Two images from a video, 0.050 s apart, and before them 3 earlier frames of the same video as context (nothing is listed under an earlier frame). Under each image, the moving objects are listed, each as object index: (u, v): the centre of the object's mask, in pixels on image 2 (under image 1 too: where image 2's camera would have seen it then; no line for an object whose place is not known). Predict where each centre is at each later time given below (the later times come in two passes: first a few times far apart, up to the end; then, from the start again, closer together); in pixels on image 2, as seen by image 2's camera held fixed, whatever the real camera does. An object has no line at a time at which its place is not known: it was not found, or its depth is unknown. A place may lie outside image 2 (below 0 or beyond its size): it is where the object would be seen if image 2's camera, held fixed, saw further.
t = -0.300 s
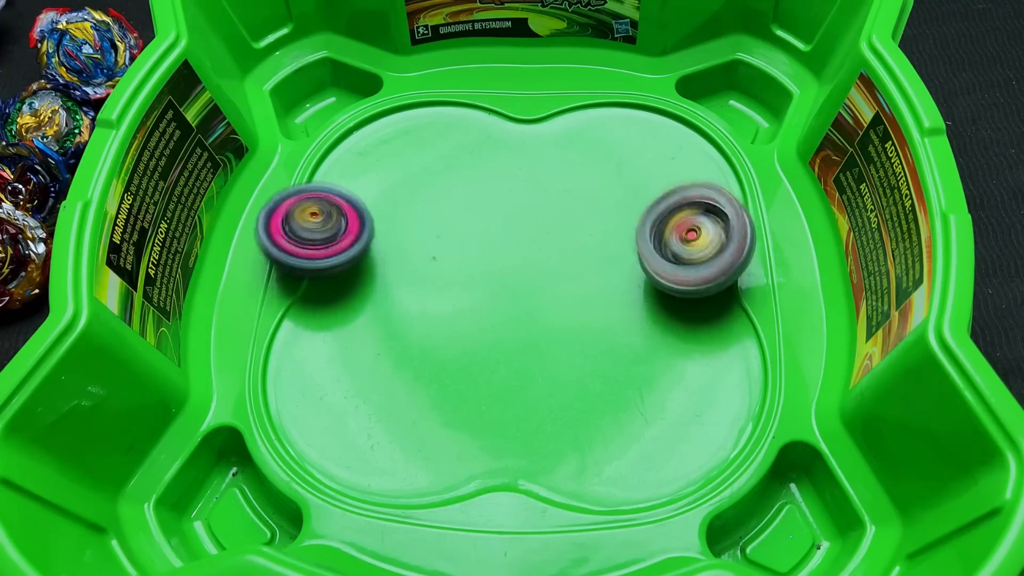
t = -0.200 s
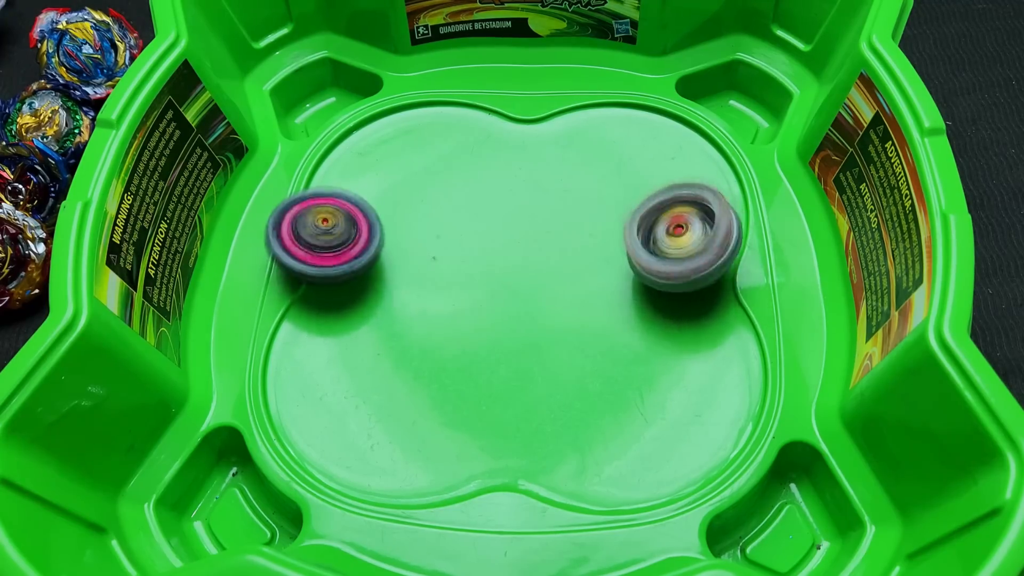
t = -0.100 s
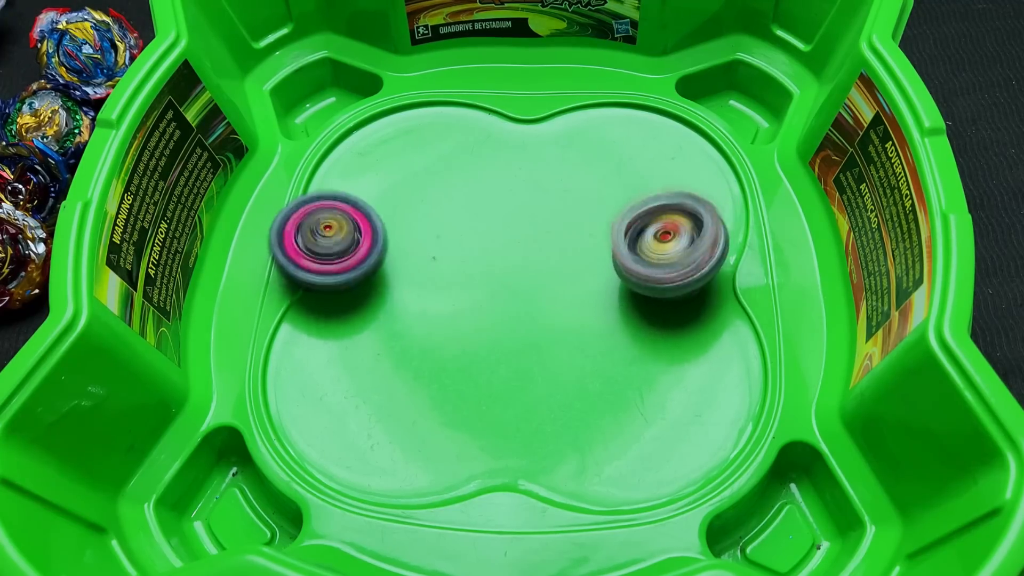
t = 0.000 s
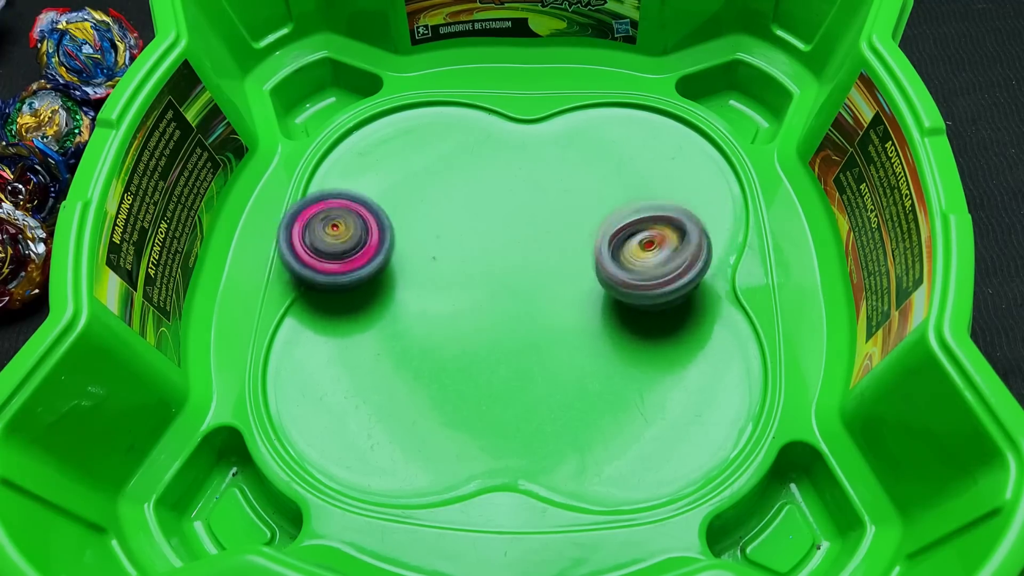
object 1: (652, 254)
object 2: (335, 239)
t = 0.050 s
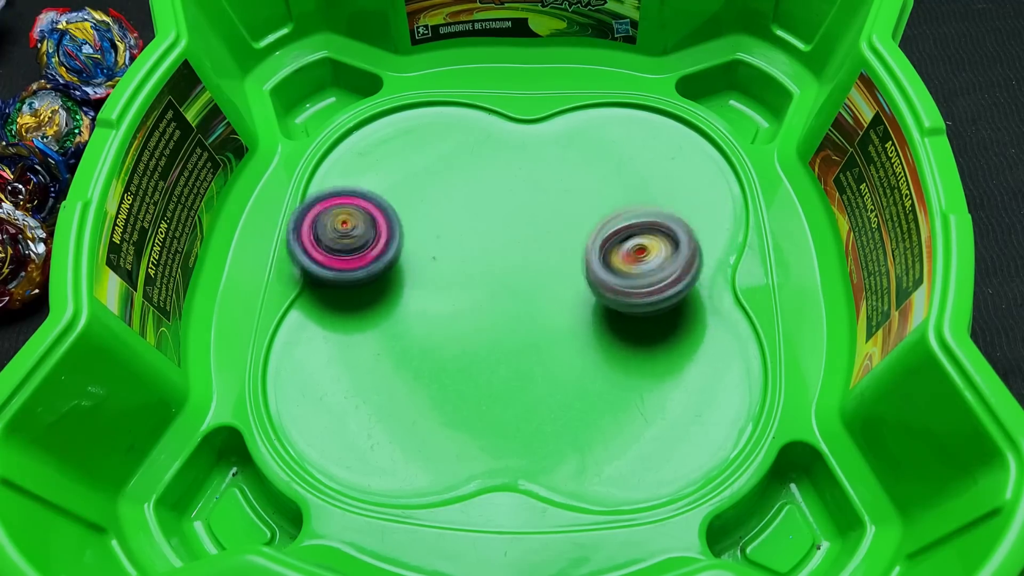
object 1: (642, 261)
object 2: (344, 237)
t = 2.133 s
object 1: (509, 248)
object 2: (598, 325)
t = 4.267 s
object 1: (489, 288)
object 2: (410, 195)
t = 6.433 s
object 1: (538, 149)
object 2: (454, 266)
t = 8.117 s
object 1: (425, 105)
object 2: (571, 292)
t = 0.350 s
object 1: (554, 280)
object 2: (440, 224)
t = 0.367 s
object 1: (549, 281)
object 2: (445, 223)
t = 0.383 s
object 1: (544, 281)
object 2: (451, 222)
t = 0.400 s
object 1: (540, 282)
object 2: (457, 219)
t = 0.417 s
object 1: (538, 286)
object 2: (459, 213)
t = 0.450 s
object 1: (540, 298)
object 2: (464, 203)
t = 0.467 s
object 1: (540, 304)
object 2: (468, 200)
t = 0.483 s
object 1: (538, 307)
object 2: (470, 196)
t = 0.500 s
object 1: (538, 310)
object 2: (473, 194)
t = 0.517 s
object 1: (535, 311)
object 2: (476, 191)
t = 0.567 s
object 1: (532, 313)
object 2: (485, 183)
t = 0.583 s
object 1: (531, 313)
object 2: (488, 179)
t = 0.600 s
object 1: (531, 312)
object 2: (491, 176)
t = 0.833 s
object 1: (530, 302)
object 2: (525, 143)
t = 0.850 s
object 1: (530, 303)
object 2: (527, 142)
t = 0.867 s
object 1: (529, 302)
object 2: (529, 142)
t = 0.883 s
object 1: (530, 302)
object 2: (531, 141)
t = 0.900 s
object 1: (529, 300)
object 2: (533, 141)
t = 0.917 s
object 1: (530, 301)
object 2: (534, 141)
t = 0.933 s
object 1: (528, 299)
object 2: (536, 141)
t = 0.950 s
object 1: (529, 300)
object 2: (538, 142)
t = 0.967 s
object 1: (527, 298)
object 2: (539, 143)
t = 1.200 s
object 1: (520, 289)
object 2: (550, 188)
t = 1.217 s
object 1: (520, 286)
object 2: (551, 191)
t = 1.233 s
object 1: (519, 287)
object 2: (552, 195)
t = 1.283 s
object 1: (508, 296)
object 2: (558, 204)
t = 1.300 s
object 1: (504, 301)
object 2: (560, 208)
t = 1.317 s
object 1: (499, 300)
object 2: (563, 211)
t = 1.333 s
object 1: (495, 303)
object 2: (565, 216)
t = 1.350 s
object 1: (490, 302)
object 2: (567, 220)
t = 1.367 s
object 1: (488, 302)
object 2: (569, 223)
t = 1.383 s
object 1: (483, 300)
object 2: (572, 227)
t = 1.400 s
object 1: (482, 299)
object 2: (574, 231)
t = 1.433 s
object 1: (478, 294)
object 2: (578, 238)
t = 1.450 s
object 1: (476, 294)
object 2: (581, 240)
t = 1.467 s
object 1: (476, 290)
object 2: (583, 245)
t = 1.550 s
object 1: (478, 281)
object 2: (595, 259)
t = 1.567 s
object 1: (478, 277)
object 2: (598, 263)
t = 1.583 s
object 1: (481, 277)
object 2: (600, 265)
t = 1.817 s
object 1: (502, 261)
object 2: (617, 298)
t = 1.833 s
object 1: (505, 261)
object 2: (617, 300)
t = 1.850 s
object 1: (503, 260)
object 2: (619, 303)
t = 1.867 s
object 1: (504, 258)
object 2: (621, 305)
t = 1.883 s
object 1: (503, 257)
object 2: (622, 308)
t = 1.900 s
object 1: (504, 255)
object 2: (623, 309)
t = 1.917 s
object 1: (503, 254)
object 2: (623, 312)
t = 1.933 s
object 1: (504, 252)
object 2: (625, 313)
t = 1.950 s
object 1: (504, 252)
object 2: (623, 315)
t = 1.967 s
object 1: (505, 251)
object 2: (622, 316)
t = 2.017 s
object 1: (507, 251)
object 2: (618, 319)
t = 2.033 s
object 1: (507, 251)
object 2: (615, 320)
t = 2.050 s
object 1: (509, 251)
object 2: (613, 321)
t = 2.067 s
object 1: (508, 251)
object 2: (609, 322)
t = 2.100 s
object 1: (510, 251)
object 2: (603, 322)
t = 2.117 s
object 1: (511, 250)
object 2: (599, 323)
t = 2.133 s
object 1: (509, 248)
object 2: (598, 325)
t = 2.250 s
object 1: (501, 244)
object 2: (591, 344)
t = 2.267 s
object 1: (502, 242)
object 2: (589, 346)
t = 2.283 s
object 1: (501, 243)
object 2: (586, 347)
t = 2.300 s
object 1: (501, 242)
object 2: (585, 349)
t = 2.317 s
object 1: (501, 244)
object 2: (582, 350)
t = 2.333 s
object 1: (500, 244)
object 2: (580, 351)
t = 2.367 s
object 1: (500, 246)
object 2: (574, 353)
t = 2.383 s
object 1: (502, 247)
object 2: (570, 354)
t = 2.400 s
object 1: (500, 248)
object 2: (568, 353)
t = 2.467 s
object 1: (501, 252)
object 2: (553, 353)
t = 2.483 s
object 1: (500, 252)
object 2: (549, 353)
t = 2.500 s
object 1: (501, 253)
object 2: (544, 352)
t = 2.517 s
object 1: (500, 251)
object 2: (542, 354)
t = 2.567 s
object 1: (493, 234)
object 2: (532, 368)
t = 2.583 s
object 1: (492, 229)
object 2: (529, 370)
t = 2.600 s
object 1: (492, 226)
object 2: (525, 373)
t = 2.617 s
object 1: (492, 225)
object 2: (522, 375)
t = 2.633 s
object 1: (493, 223)
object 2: (520, 378)
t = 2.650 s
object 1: (494, 222)
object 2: (516, 379)
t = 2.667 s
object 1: (495, 221)
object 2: (513, 381)
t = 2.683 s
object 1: (496, 221)
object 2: (510, 383)
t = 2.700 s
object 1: (496, 221)
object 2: (507, 384)
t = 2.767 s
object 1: (498, 225)
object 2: (494, 386)
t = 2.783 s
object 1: (498, 225)
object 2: (491, 386)
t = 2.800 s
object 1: (498, 227)
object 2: (488, 385)
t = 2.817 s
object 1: (498, 228)
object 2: (485, 384)
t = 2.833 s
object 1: (499, 229)
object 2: (482, 384)
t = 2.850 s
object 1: (498, 231)
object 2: (480, 382)
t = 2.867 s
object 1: (499, 231)
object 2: (476, 381)
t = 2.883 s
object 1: (499, 234)
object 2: (474, 379)
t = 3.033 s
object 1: (499, 246)
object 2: (450, 353)
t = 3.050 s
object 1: (498, 247)
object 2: (449, 350)
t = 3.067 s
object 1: (500, 247)
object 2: (445, 347)
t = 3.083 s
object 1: (504, 247)
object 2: (438, 347)
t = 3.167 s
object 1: (538, 226)
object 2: (400, 358)
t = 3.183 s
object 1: (541, 226)
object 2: (395, 360)
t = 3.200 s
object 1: (543, 225)
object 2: (391, 361)
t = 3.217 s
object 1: (546, 227)
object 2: (386, 362)
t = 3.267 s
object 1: (548, 230)
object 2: (374, 363)
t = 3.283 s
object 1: (549, 231)
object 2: (370, 362)
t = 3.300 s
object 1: (549, 233)
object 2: (366, 362)
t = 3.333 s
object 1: (549, 234)
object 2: (358, 361)
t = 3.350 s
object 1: (549, 237)
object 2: (354, 360)
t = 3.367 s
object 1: (549, 237)
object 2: (351, 358)
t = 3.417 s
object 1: (548, 240)
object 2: (341, 354)
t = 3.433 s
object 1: (547, 244)
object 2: (337, 351)
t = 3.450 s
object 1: (547, 245)
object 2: (336, 349)
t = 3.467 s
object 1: (546, 246)
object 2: (333, 347)
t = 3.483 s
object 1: (544, 247)
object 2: (331, 344)
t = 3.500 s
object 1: (544, 248)
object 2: (329, 342)
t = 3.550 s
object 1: (541, 254)
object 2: (326, 332)
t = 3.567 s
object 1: (538, 256)
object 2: (325, 329)
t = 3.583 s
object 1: (537, 258)
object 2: (325, 326)
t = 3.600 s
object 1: (535, 262)
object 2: (326, 322)
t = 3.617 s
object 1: (533, 263)
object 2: (327, 320)
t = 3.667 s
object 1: (524, 269)
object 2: (330, 308)
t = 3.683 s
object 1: (522, 273)
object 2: (331, 304)
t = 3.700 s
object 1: (518, 272)
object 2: (333, 302)
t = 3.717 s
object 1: (515, 274)
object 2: (335, 298)
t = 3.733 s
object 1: (510, 278)
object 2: (338, 294)
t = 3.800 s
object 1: (496, 282)
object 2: (349, 281)
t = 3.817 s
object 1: (491, 285)
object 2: (354, 278)
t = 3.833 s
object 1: (489, 284)
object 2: (357, 276)
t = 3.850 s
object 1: (485, 284)
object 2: (361, 273)
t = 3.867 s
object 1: (480, 285)
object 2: (363, 270)
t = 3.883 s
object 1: (484, 288)
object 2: (361, 262)
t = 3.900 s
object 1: (489, 292)
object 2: (360, 258)
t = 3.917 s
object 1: (492, 292)
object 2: (358, 252)
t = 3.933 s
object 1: (492, 293)
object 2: (360, 248)
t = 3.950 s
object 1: (494, 296)
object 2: (360, 245)
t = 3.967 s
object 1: (495, 297)
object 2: (360, 241)
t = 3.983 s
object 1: (495, 295)
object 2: (362, 238)
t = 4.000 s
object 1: (494, 296)
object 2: (363, 235)
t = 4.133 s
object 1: (490, 294)
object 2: (381, 212)
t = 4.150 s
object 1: (490, 293)
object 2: (385, 208)
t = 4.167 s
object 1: (491, 291)
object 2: (388, 206)
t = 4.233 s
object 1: (489, 288)
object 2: (402, 198)
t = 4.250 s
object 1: (488, 287)
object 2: (405, 197)
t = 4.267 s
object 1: (489, 288)
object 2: (410, 195)
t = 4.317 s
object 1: (489, 285)
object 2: (423, 192)
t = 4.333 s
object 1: (489, 284)
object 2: (426, 192)
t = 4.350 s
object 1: (490, 281)
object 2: (430, 190)
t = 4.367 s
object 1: (490, 281)
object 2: (436, 190)
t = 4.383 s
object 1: (490, 280)
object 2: (438, 190)
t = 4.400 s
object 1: (492, 280)
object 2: (444, 189)
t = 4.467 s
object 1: (494, 277)
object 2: (460, 189)
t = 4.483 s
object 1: (496, 274)
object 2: (464, 188)
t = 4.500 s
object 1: (496, 276)
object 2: (469, 188)
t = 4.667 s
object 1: (507, 286)
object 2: (518, 189)
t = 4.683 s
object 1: (507, 287)
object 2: (521, 189)
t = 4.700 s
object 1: (508, 287)
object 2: (525, 189)
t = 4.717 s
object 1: (509, 285)
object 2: (530, 189)
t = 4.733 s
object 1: (511, 286)
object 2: (533, 190)
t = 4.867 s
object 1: (519, 290)
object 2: (561, 200)
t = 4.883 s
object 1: (518, 290)
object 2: (564, 201)
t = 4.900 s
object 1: (519, 289)
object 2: (569, 204)
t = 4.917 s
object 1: (520, 291)
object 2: (570, 207)
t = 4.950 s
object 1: (521, 290)
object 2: (577, 212)
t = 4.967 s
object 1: (521, 292)
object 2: (578, 214)
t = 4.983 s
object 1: (521, 292)
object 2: (582, 216)
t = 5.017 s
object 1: (514, 295)
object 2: (587, 221)
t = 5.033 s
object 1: (513, 297)
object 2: (590, 224)
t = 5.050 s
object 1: (512, 296)
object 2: (592, 227)
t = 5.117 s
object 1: (506, 298)
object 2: (597, 239)
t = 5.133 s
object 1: (504, 300)
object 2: (598, 243)
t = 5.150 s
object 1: (503, 301)
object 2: (598, 246)
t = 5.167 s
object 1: (497, 302)
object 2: (598, 249)
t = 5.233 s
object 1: (485, 306)
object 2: (595, 264)
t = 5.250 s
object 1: (485, 307)
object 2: (592, 267)
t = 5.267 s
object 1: (480, 305)
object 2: (591, 269)
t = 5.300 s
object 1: (476, 307)
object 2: (588, 276)
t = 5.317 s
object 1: (470, 305)
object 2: (588, 279)
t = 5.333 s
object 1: (466, 306)
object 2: (585, 283)
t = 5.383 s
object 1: (454, 305)
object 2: (579, 292)
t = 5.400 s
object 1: (452, 305)
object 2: (577, 294)
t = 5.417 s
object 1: (447, 301)
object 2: (575, 297)
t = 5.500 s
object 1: (439, 295)
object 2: (558, 309)
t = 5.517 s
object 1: (436, 290)
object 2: (556, 311)
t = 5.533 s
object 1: (434, 289)
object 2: (553, 313)
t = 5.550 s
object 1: (426, 283)
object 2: (557, 316)
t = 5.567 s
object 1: (417, 276)
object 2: (560, 319)
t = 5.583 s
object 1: (410, 273)
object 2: (561, 322)
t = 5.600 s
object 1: (405, 266)
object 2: (560, 324)
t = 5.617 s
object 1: (397, 260)
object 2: (558, 326)
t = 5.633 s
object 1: (392, 256)
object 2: (555, 327)
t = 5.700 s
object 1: (375, 232)
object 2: (542, 331)
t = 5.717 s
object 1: (369, 228)
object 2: (538, 331)
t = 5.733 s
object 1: (367, 221)
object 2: (535, 331)
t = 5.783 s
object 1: (361, 204)
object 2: (524, 331)
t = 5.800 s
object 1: (360, 200)
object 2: (521, 331)
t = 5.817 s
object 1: (360, 195)
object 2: (517, 330)
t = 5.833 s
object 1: (359, 189)
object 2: (514, 329)
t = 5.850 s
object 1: (360, 186)
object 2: (510, 328)
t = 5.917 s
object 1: (368, 168)
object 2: (497, 323)
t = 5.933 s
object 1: (370, 164)
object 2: (494, 321)
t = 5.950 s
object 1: (373, 160)
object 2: (491, 320)
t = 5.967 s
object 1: (376, 158)
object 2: (489, 318)
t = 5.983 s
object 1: (379, 154)
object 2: (486, 316)
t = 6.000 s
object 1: (383, 150)
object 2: (484, 313)
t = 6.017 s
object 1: (387, 148)
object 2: (481, 311)
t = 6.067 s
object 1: (400, 142)
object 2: (475, 304)
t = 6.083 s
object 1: (405, 141)
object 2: (473, 301)
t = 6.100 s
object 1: (410, 139)
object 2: (472, 298)
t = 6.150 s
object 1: (425, 136)
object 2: (468, 289)
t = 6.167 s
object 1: (430, 135)
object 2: (467, 286)
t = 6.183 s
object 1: (436, 136)
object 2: (466, 283)
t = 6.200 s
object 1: (441, 136)
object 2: (465, 280)
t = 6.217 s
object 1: (446, 137)
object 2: (465, 277)
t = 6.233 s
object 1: (453, 138)
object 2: (464, 274)
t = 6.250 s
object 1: (458, 139)
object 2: (464, 271)
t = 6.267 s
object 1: (463, 140)
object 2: (464, 268)
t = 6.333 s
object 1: (487, 149)
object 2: (467, 255)
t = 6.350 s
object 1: (493, 152)
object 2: (467, 252)
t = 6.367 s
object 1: (499, 154)
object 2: (466, 252)
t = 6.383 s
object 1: (509, 152)
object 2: (461, 256)
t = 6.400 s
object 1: (520, 148)
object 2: (458, 260)
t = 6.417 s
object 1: (529, 148)
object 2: (456, 264)
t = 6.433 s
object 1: (538, 149)
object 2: (454, 266)
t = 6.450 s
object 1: (546, 151)
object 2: (454, 267)
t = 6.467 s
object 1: (552, 154)
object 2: (455, 267)
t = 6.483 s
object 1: (560, 156)
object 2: (456, 267)
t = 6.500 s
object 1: (565, 161)
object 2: (458, 266)
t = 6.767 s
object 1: (618, 246)
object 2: (499, 260)
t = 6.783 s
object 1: (617, 253)
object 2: (502, 259)
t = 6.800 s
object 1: (622, 263)
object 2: (498, 256)
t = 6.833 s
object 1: (643, 282)
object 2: (481, 249)
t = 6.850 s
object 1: (649, 291)
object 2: (473, 245)
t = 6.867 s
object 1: (654, 302)
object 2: (468, 241)
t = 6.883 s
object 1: (656, 309)
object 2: (463, 239)
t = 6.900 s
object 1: (658, 320)
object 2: (460, 237)
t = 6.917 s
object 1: (655, 326)
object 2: (459, 236)
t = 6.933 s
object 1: (655, 335)
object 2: (456, 235)
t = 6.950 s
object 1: (651, 339)
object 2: (453, 234)
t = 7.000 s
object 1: (644, 358)
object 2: (447, 230)
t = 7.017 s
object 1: (639, 362)
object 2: (445, 228)
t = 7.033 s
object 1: (635, 370)
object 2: (444, 227)
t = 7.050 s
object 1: (627, 374)
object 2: (443, 227)
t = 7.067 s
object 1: (622, 382)
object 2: (441, 224)
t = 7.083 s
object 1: (616, 383)
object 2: (440, 223)
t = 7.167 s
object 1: (578, 399)
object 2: (437, 216)
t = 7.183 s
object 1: (569, 399)
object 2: (435, 215)
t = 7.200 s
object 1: (559, 402)
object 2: (435, 215)
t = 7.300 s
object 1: (510, 397)
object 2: (440, 213)
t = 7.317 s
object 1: (503, 393)
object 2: (441, 212)
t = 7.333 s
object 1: (495, 391)
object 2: (442, 213)
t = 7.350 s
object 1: (489, 387)
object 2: (446, 214)
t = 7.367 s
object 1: (481, 384)
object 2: (448, 215)
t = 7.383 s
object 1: (476, 377)
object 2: (449, 215)
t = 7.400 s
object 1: (469, 373)
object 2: (450, 215)
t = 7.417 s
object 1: (464, 367)
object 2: (453, 217)
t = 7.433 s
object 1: (457, 363)
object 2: (456, 219)
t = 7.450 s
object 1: (453, 354)
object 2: (457, 220)
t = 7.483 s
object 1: (446, 340)
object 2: (462, 224)
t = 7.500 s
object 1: (441, 333)
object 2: (465, 225)
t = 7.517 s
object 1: (437, 325)
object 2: (466, 225)
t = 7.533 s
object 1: (434, 318)
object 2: (468, 224)
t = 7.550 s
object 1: (432, 310)
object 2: (473, 225)
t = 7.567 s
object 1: (421, 309)
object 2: (484, 225)
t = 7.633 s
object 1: (375, 289)
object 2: (526, 215)
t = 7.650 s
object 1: (366, 283)
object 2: (533, 214)
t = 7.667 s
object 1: (360, 273)
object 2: (539, 214)
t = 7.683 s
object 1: (344, 248)
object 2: (554, 215)
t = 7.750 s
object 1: (342, 230)
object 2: (562, 218)
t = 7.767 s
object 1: (339, 224)
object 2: (566, 217)
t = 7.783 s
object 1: (339, 214)
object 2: (568, 220)
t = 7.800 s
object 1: (338, 205)
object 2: (572, 222)
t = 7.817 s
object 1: (337, 198)
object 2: (575, 223)
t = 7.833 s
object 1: (338, 188)
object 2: (576, 226)
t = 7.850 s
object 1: (339, 180)
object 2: (578, 229)
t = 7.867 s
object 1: (342, 173)
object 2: (580, 230)
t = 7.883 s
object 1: (343, 164)
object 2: (582, 234)
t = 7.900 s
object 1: (345, 157)
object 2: (584, 238)
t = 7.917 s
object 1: (350, 151)
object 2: (585, 240)
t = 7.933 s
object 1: (353, 143)
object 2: (585, 244)
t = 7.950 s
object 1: (358, 138)
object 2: (586, 248)
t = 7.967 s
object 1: (362, 131)
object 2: (585, 252)
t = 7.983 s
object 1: (367, 124)
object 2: (585, 256)
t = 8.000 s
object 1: (373, 121)
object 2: (586, 260)
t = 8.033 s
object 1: (387, 113)
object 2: (583, 269)
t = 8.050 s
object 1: (395, 113)
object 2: (582, 274)
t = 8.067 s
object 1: (401, 111)
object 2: (579, 279)
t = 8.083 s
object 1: (410, 106)
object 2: (578, 283)
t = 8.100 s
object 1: (418, 106)
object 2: (575, 287)
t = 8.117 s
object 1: (425, 105)
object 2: (571, 292)
